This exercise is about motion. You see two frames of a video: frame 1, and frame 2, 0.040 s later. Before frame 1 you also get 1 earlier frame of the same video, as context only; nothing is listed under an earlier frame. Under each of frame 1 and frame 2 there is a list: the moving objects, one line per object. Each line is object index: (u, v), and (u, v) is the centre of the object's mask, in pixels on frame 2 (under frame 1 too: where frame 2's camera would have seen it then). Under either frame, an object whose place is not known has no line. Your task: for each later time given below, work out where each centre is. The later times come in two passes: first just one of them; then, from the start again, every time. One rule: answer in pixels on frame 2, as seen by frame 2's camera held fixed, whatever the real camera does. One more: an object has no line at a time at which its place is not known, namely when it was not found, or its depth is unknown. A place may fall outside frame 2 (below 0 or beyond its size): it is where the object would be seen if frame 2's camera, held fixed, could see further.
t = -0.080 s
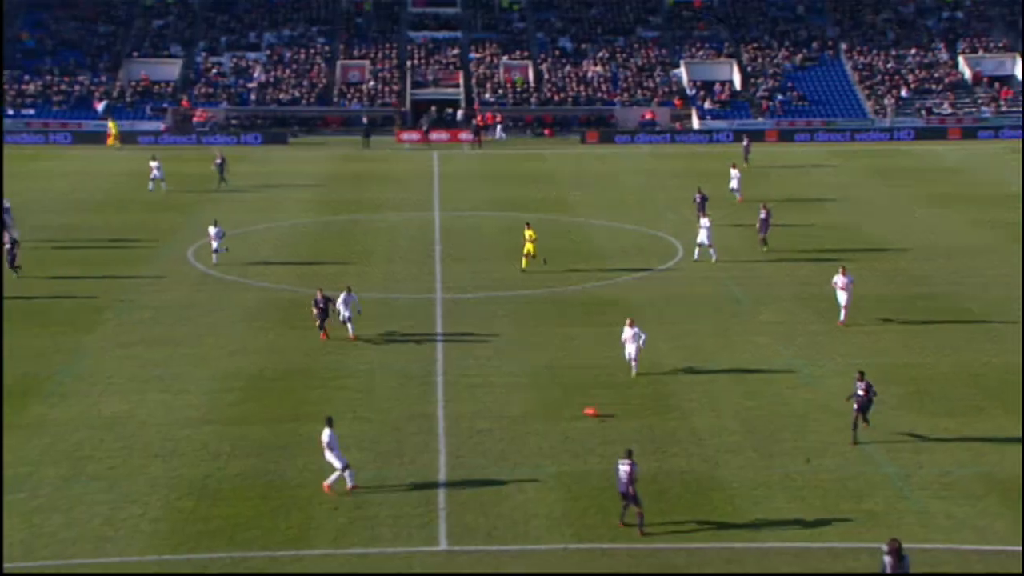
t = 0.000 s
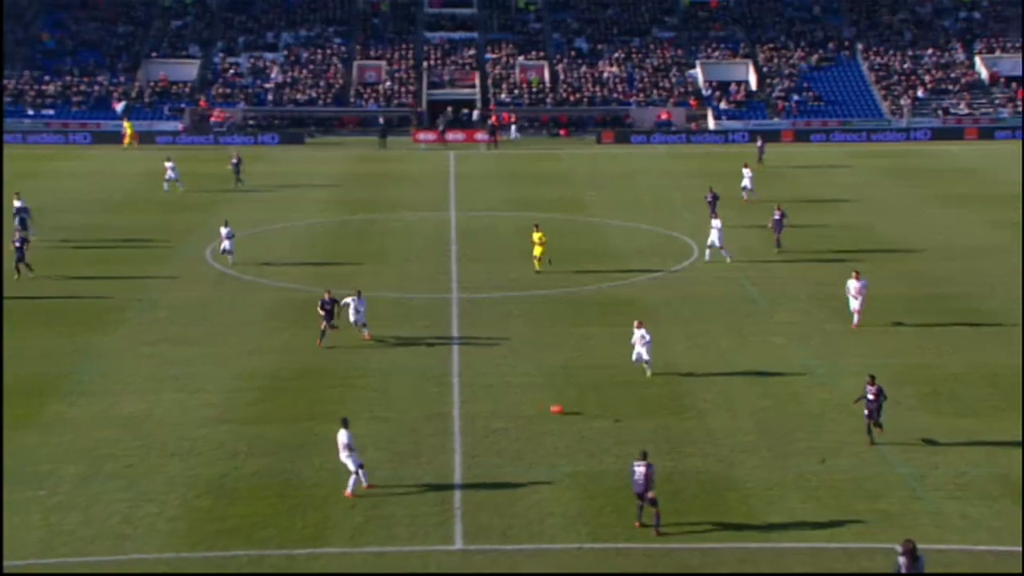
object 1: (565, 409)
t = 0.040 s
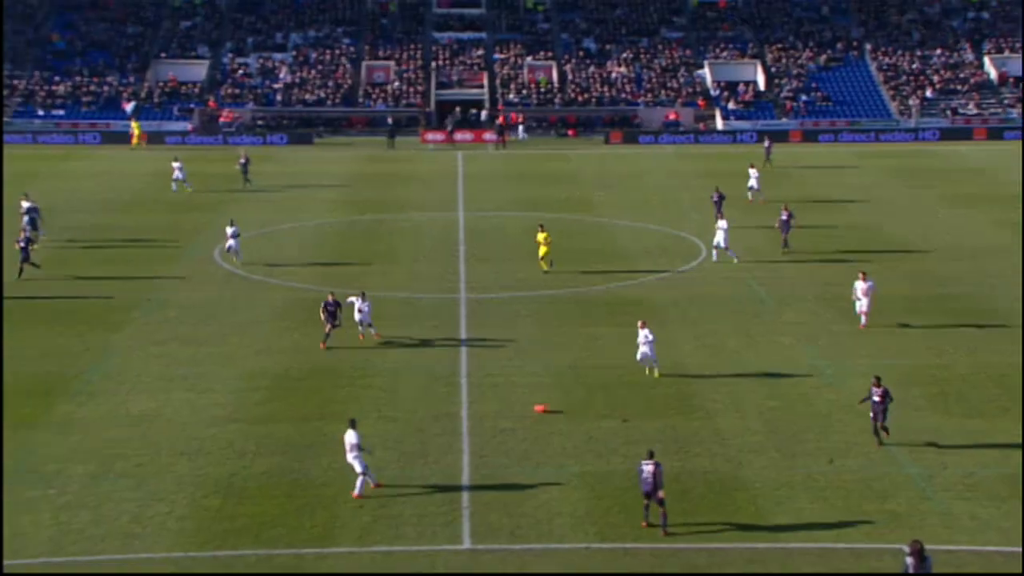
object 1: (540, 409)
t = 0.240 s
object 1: (430, 403)
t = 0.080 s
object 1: (517, 407)
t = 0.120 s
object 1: (494, 406)
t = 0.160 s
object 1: (472, 404)
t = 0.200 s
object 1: (451, 404)
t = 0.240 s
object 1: (430, 403)
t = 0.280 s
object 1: (410, 401)
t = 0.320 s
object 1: (391, 400)
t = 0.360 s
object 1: (371, 399)
